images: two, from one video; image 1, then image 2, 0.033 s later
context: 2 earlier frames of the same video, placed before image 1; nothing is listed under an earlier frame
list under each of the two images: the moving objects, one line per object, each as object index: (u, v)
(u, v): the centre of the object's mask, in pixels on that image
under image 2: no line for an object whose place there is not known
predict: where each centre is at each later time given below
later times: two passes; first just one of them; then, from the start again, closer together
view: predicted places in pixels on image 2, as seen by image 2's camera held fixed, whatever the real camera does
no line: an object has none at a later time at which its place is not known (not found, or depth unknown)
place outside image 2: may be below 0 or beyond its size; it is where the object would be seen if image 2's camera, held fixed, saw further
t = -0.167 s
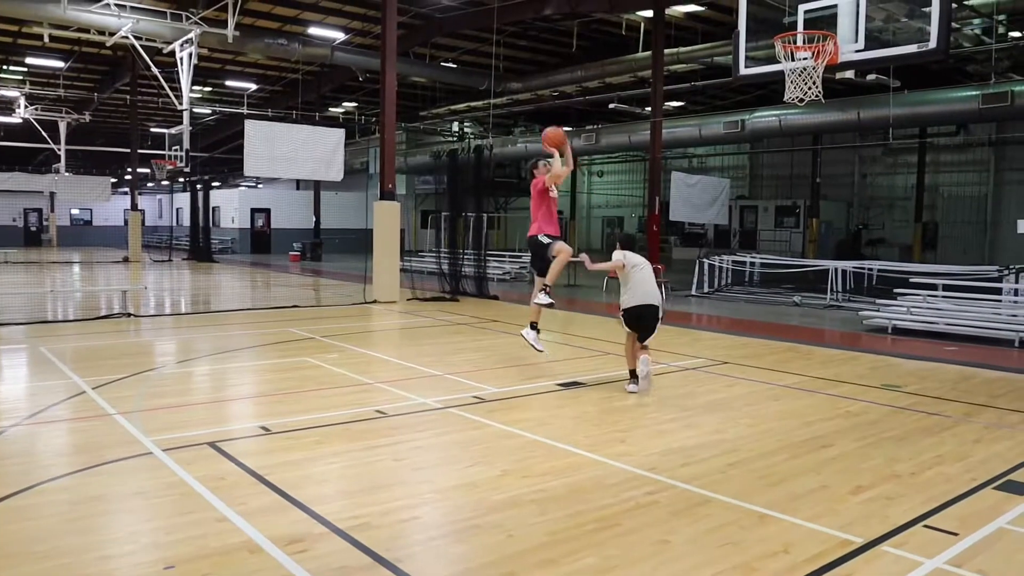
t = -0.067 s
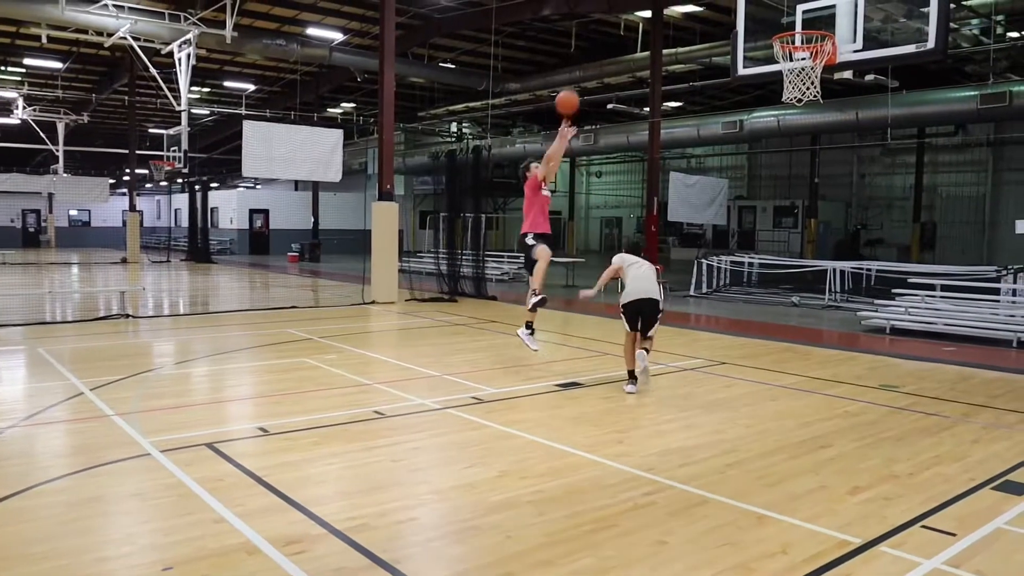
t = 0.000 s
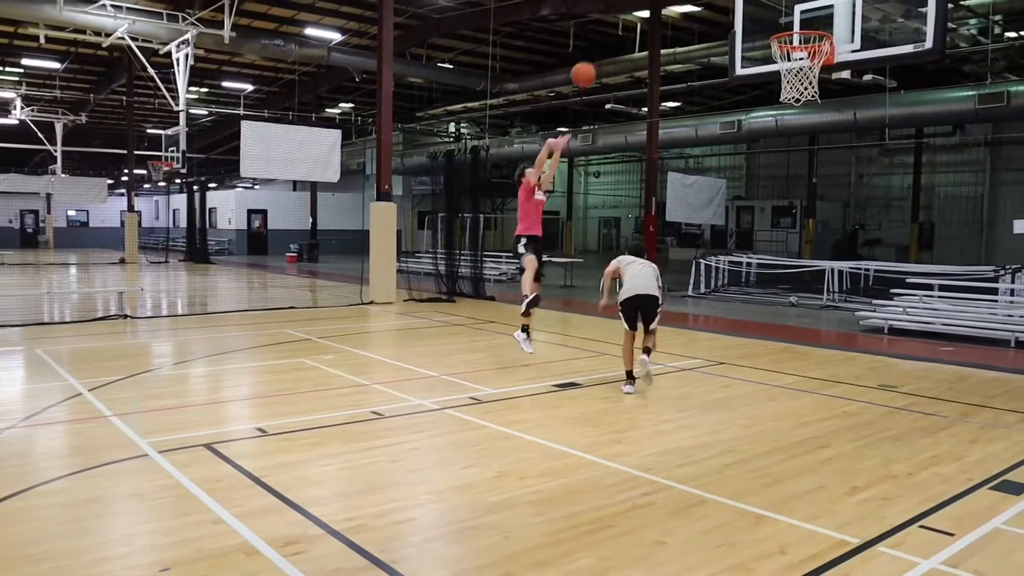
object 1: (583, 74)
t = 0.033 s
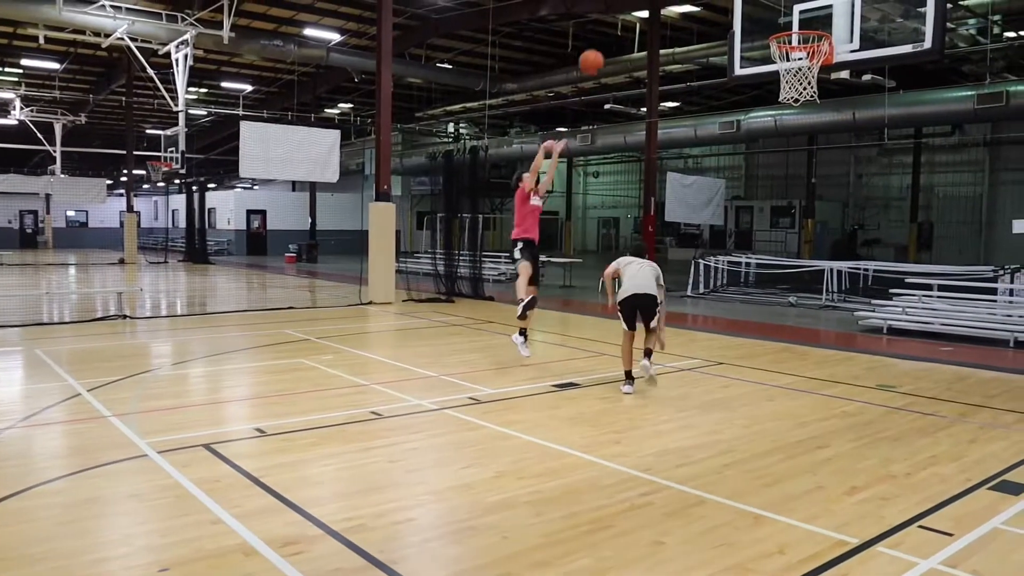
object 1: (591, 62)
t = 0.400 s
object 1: (693, -1)
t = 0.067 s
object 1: (600, 51)
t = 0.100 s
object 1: (609, 40)
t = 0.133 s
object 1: (618, 30)
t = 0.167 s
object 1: (627, 22)
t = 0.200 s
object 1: (637, 13)
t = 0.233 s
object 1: (646, 9)
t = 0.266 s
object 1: (656, 6)
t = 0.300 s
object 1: (664, 3)
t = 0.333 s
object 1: (673, 1)
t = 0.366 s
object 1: (682, 0)
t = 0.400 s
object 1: (693, -1)
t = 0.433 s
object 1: (704, -1)
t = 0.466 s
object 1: (713, 0)
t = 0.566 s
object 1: (748, 6)
